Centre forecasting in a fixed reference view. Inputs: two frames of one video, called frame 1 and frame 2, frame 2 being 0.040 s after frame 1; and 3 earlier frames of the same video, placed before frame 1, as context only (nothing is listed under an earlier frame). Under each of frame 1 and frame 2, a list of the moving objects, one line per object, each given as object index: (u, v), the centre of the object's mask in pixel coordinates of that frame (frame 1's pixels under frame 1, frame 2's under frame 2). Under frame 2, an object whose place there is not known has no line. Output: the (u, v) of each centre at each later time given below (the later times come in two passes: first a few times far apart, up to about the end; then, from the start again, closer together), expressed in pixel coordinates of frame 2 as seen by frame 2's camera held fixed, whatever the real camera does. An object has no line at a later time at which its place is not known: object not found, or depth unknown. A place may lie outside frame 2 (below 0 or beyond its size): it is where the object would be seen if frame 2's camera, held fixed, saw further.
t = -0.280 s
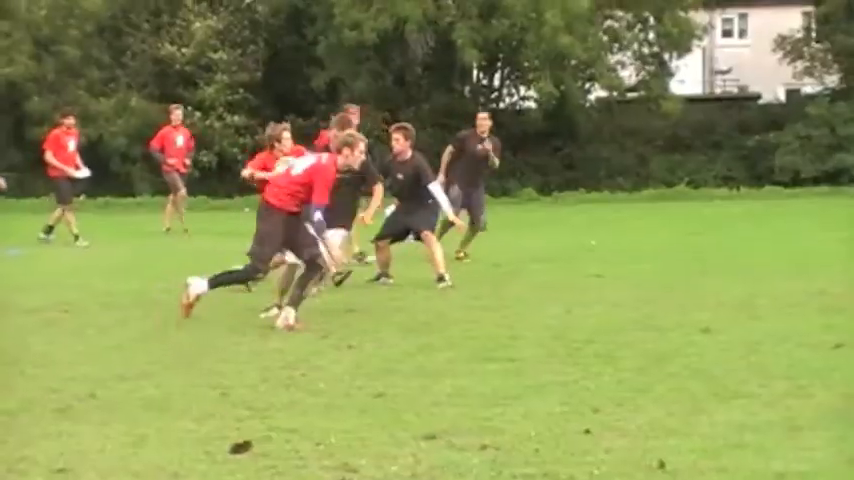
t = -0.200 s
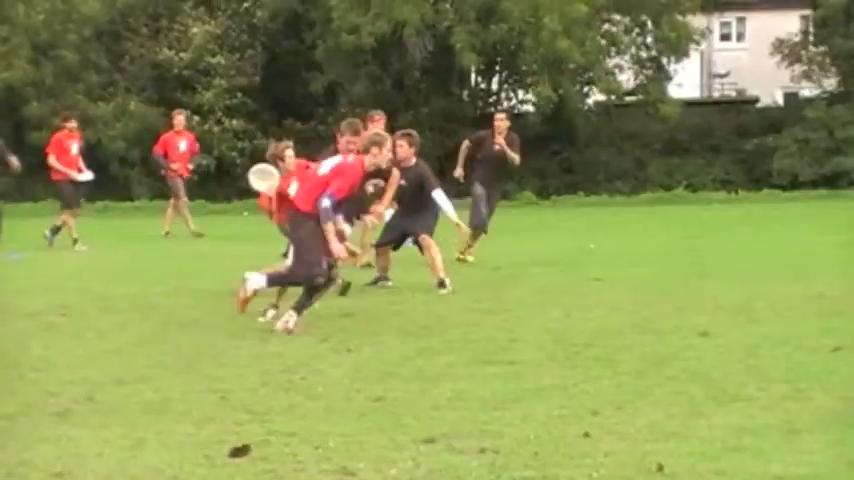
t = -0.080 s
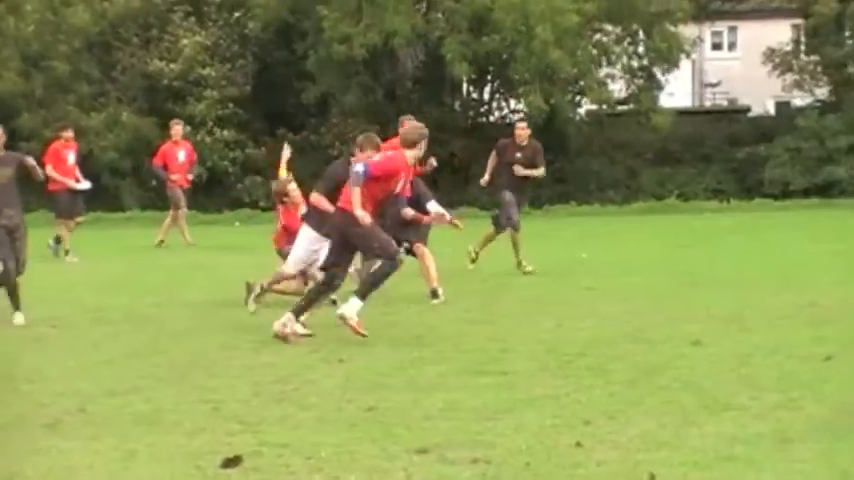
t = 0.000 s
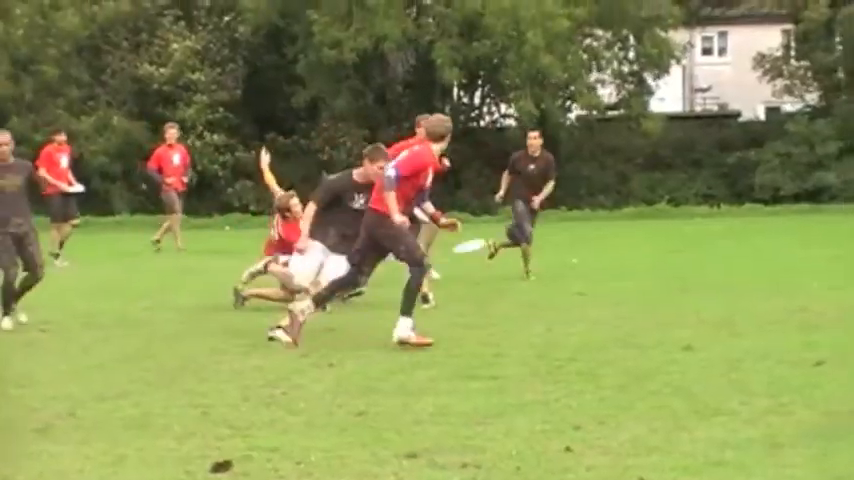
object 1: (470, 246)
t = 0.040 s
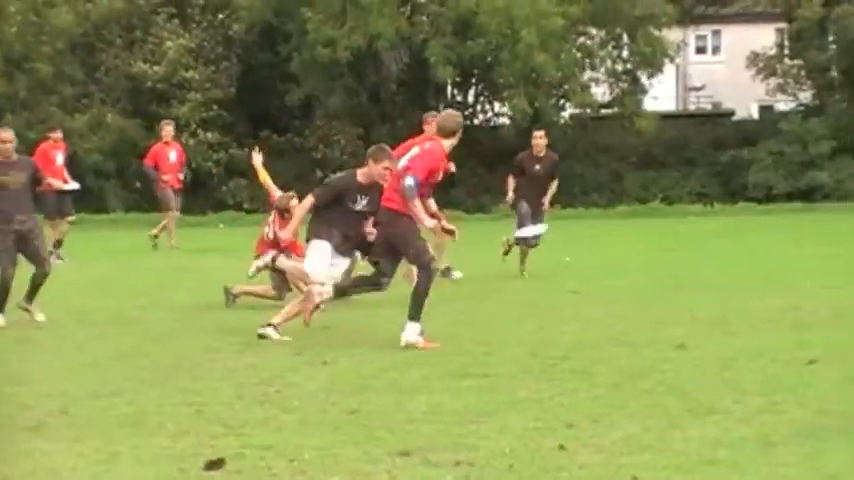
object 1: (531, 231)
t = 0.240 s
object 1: (856, 160)
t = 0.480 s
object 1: (1238, 89)
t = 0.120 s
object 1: (663, 200)
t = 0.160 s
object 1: (728, 186)
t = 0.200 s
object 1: (792, 173)
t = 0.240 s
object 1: (856, 160)
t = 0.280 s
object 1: (921, 148)
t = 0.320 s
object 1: (982, 136)
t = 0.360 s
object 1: (1045, 125)
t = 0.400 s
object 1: (1109, 113)
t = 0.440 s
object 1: (1173, 101)
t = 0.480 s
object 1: (1238, 89)
